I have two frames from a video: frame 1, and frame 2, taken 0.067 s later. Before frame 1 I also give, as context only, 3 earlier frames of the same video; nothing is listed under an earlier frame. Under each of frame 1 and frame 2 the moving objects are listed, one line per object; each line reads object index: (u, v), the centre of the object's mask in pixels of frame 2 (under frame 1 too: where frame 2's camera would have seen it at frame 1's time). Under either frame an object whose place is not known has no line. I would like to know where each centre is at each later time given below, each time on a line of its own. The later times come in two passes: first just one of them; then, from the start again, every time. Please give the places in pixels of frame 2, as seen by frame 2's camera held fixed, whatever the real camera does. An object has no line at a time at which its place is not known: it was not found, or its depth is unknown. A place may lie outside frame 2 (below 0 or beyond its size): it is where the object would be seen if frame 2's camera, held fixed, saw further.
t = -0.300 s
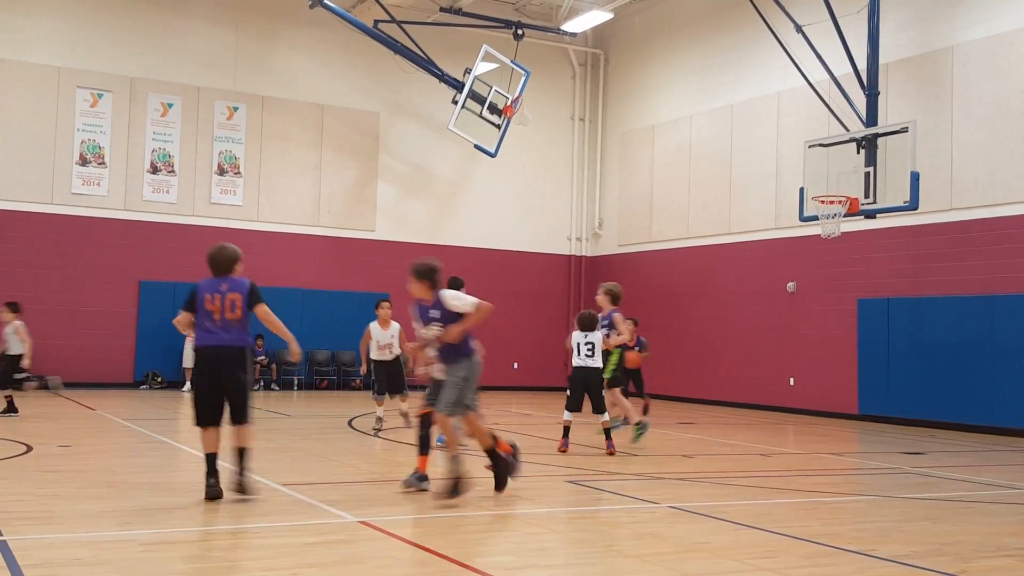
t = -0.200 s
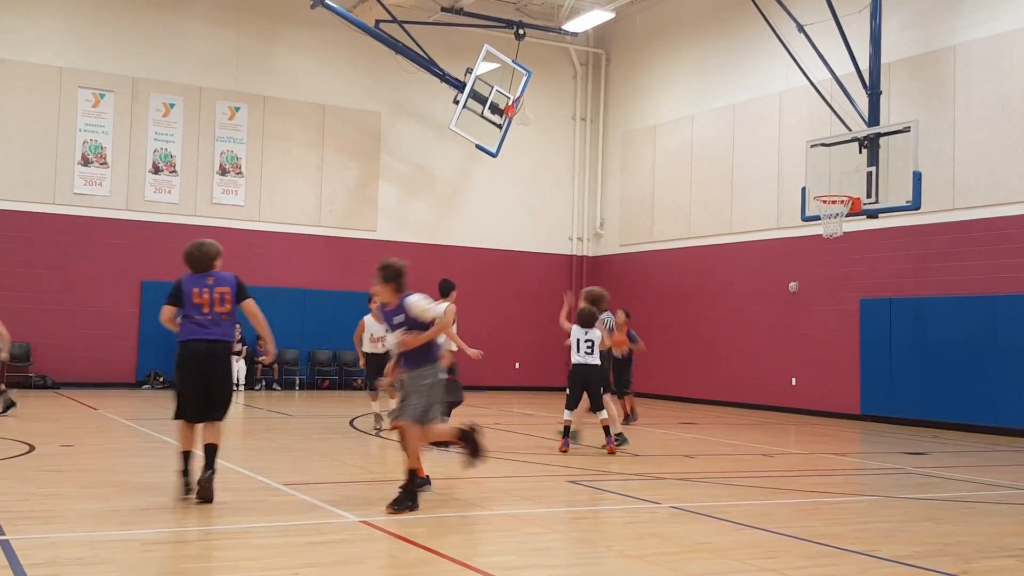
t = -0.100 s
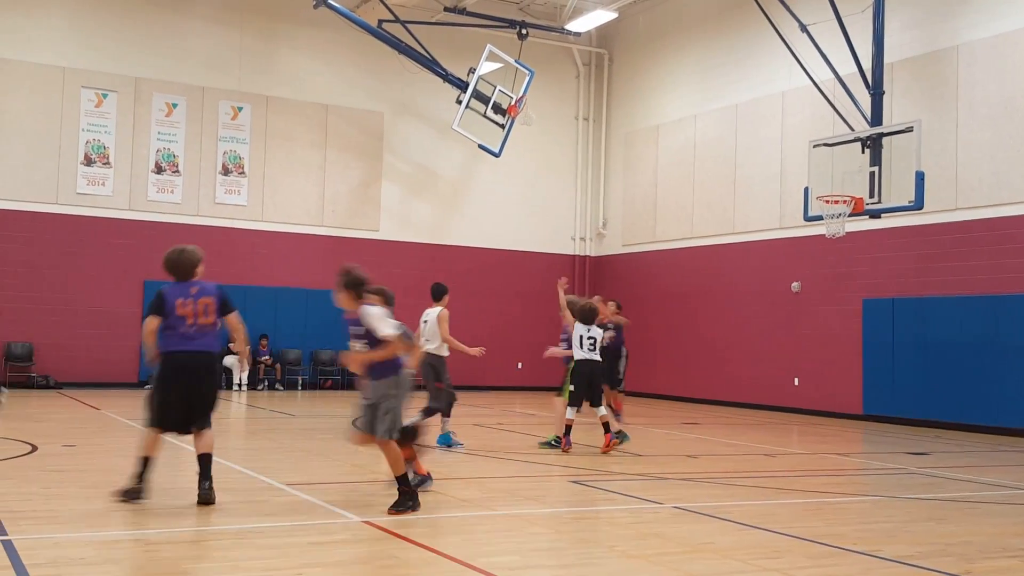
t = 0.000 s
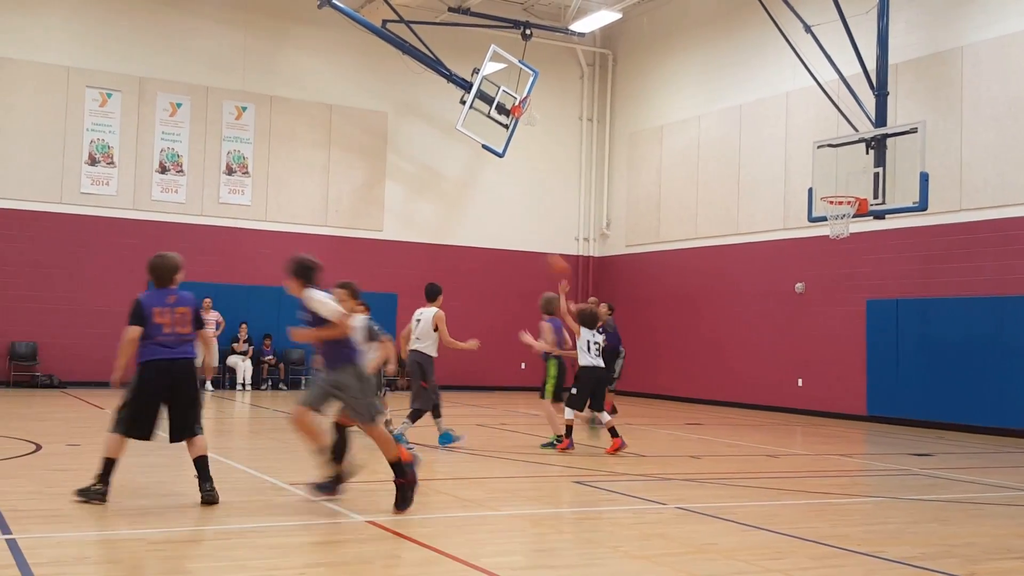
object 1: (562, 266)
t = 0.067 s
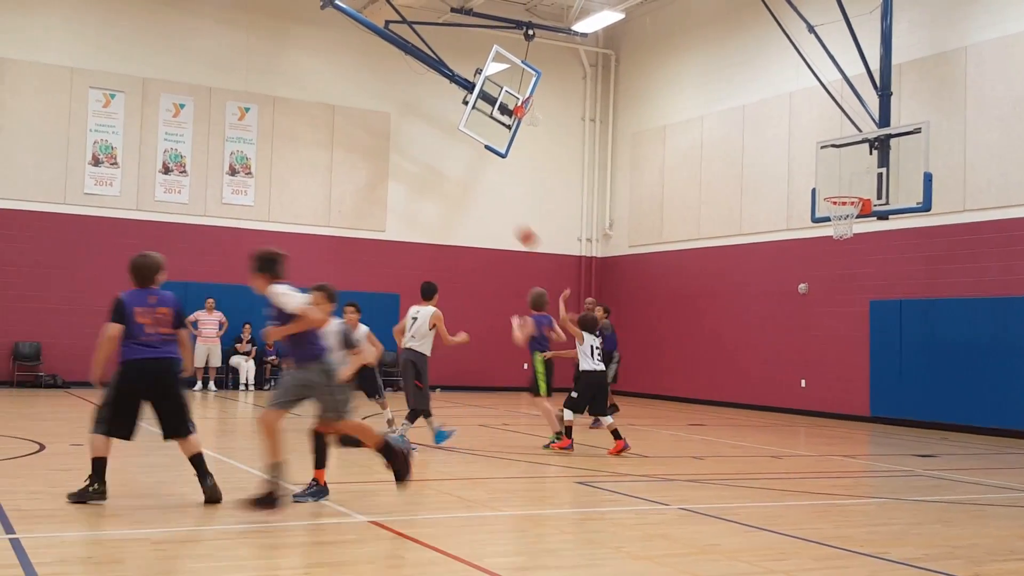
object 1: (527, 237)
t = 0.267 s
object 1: (420, 159)
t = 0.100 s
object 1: (510, 223)
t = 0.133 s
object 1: (493, 209)
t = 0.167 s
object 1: (475, 195)
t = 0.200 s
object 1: (458, 183)
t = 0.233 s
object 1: (439, 170)
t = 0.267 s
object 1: (420, 159)
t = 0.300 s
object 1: (400, 146)
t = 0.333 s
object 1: (380, 135)
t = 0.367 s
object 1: (357, 125)
